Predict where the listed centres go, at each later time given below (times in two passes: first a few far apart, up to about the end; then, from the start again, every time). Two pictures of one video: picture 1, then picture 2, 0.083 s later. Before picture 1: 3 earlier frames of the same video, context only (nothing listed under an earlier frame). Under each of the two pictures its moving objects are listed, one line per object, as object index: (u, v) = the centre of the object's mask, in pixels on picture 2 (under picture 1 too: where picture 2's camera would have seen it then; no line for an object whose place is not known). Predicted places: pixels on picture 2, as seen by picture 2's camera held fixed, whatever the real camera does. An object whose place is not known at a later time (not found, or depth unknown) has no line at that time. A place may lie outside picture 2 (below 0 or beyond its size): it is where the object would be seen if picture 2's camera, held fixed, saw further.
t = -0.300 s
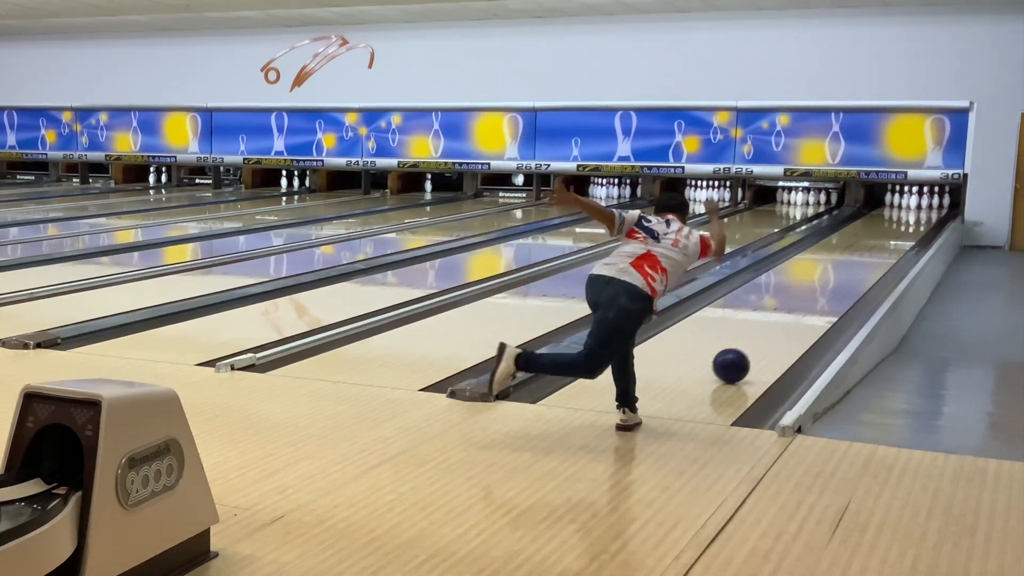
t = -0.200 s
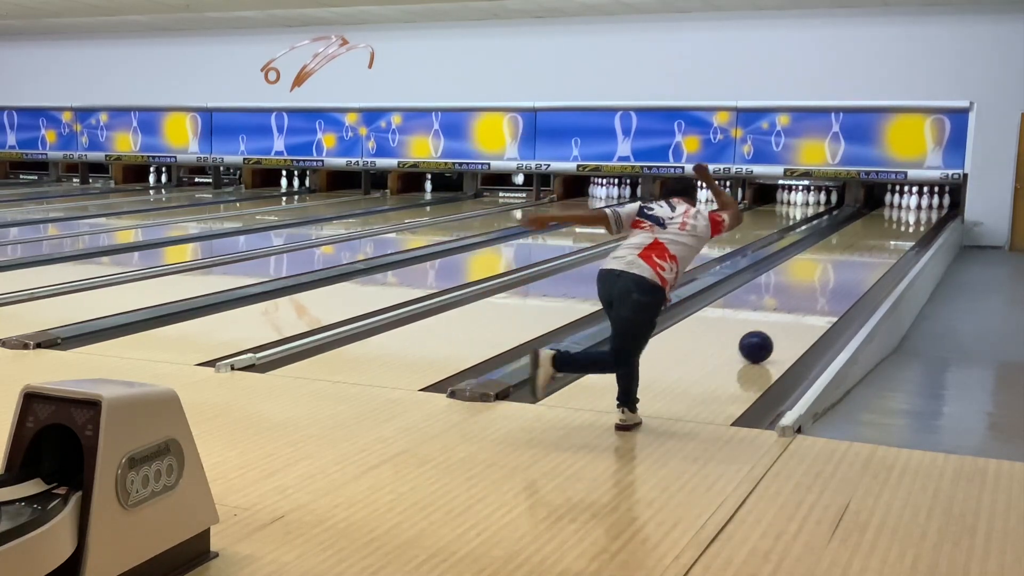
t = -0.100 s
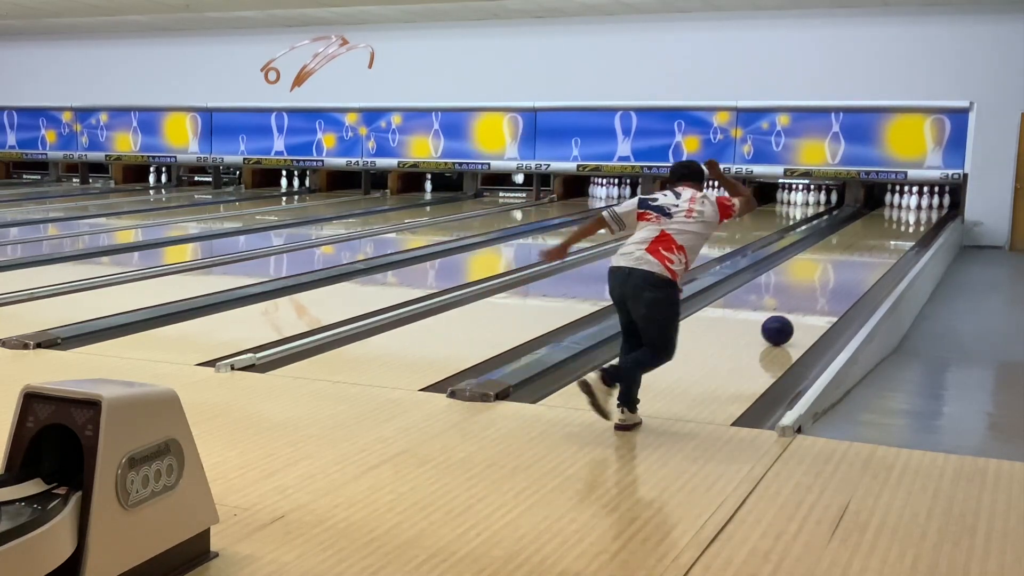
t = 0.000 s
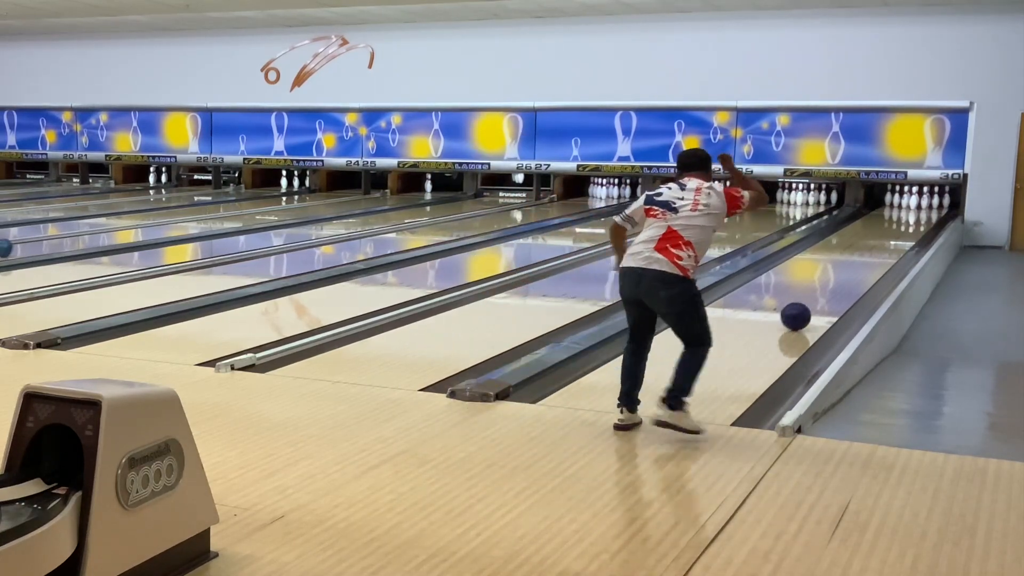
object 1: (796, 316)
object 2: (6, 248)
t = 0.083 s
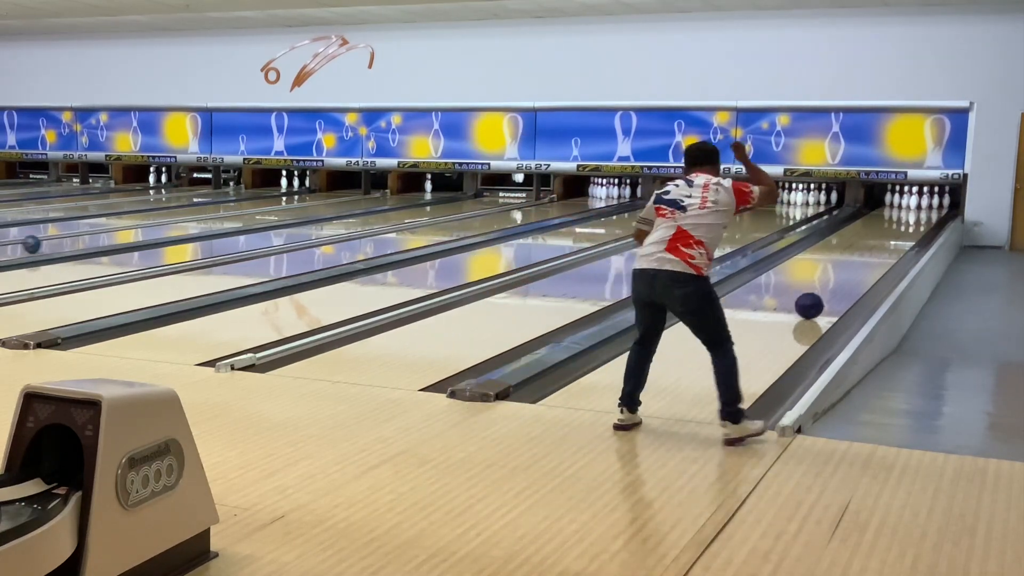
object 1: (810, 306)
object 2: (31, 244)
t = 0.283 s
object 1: (836, 285)
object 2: (93, 236)
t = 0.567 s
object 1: (865, 262)
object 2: (166, 226)
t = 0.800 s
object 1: (882, 247)
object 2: (217, 220)
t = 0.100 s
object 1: (812, 304)
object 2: (37, 243)
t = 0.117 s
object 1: (814, 302)
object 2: (42, 242)
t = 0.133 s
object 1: (817, 300)
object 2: (48, 242)
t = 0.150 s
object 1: (819, 298)
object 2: (53, 241)
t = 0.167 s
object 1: (822, 296)
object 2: (58, 240)
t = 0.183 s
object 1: (824, 295)
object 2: (63, 240)
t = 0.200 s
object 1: (826, 293)
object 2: (68, 239)
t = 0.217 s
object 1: (828, 291)
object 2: (73, 239)
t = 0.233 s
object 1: (830, 290)
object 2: (78, 238)
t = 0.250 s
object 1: (832, 288)
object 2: (83, 237)
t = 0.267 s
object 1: (834, 286)
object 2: (88, 237)
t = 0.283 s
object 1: (836, 285)
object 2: (93, 236)
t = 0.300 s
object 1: (838, 283)
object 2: (98, 235)
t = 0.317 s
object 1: (840, 282)
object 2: (102, 235)
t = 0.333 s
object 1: (842, 280)
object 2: (107, 234)
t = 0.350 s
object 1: (844, 279)
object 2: (111, 233)
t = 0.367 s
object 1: (845, 277)
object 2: (116, 233)
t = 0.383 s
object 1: (847, 276)
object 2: (120, 232)
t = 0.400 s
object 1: (849, 274)
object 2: (125, 232)
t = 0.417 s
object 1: (851, 273)
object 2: (129, 231)
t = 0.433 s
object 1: (852, 272)
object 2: (133, 230)
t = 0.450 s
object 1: (854, 270)
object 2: (137, 230)
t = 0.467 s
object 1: (855, 269)
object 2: (142, 230)
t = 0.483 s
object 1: (857, 268)
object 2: (146, 229)
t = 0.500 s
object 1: (859, 266)
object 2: (150, 229)
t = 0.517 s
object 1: (860, 265)
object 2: (154, 228)
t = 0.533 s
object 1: (862, 264)
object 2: (158, 227)
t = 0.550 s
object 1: (863, 263)
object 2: (162, 227)
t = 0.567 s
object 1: (865, 262)
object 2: (166, 226)
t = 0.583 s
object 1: (866, 260)
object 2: (170, 226)
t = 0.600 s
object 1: (867, 259)
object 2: (174, 225)
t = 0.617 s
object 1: (869, 258)
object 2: (178, 225)
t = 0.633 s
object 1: (870, 257)
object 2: (181, 224)
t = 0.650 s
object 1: (871, 256)
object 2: (185, 224)
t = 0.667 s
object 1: (873, 255)
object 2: (189, 223)
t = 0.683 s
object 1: (874, 254)
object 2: (192, 223)
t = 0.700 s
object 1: (875, 253)
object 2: (196, 222)
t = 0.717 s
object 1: (876, 252)
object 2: (200, 222)
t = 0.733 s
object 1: (878, 251)
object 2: (203, 221)
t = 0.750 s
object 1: (879, 250)
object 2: (206, 221)
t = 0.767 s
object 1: (880, 249)
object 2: (210, 221)
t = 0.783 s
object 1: (881, 248)
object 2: (213, 220)
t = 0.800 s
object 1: (882, 247)
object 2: (217, 220)
